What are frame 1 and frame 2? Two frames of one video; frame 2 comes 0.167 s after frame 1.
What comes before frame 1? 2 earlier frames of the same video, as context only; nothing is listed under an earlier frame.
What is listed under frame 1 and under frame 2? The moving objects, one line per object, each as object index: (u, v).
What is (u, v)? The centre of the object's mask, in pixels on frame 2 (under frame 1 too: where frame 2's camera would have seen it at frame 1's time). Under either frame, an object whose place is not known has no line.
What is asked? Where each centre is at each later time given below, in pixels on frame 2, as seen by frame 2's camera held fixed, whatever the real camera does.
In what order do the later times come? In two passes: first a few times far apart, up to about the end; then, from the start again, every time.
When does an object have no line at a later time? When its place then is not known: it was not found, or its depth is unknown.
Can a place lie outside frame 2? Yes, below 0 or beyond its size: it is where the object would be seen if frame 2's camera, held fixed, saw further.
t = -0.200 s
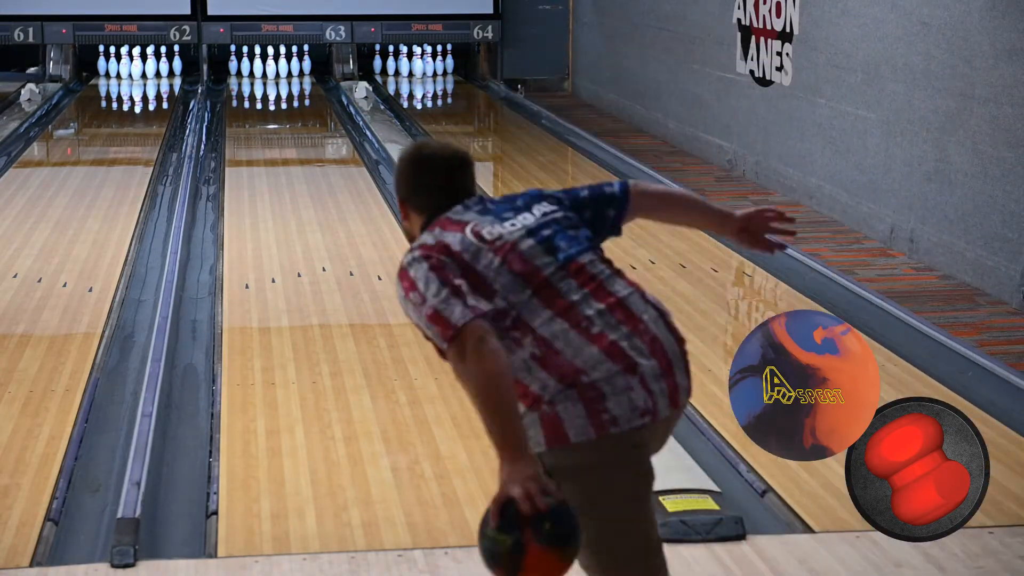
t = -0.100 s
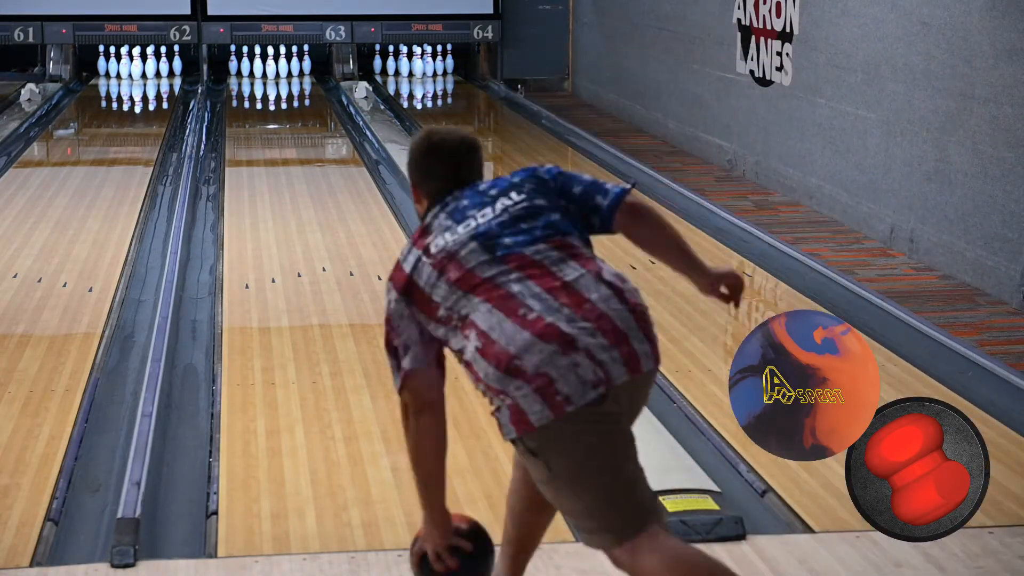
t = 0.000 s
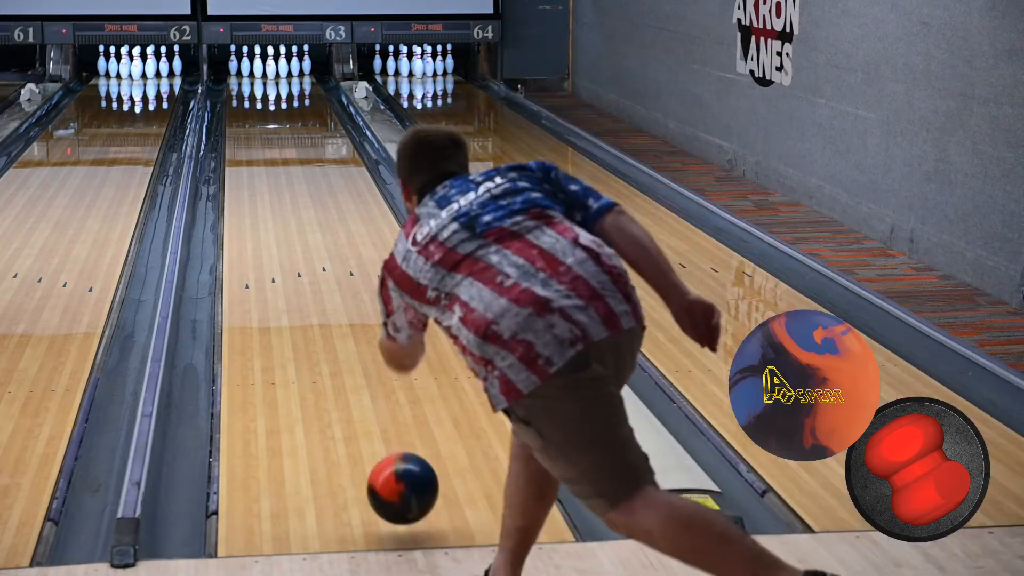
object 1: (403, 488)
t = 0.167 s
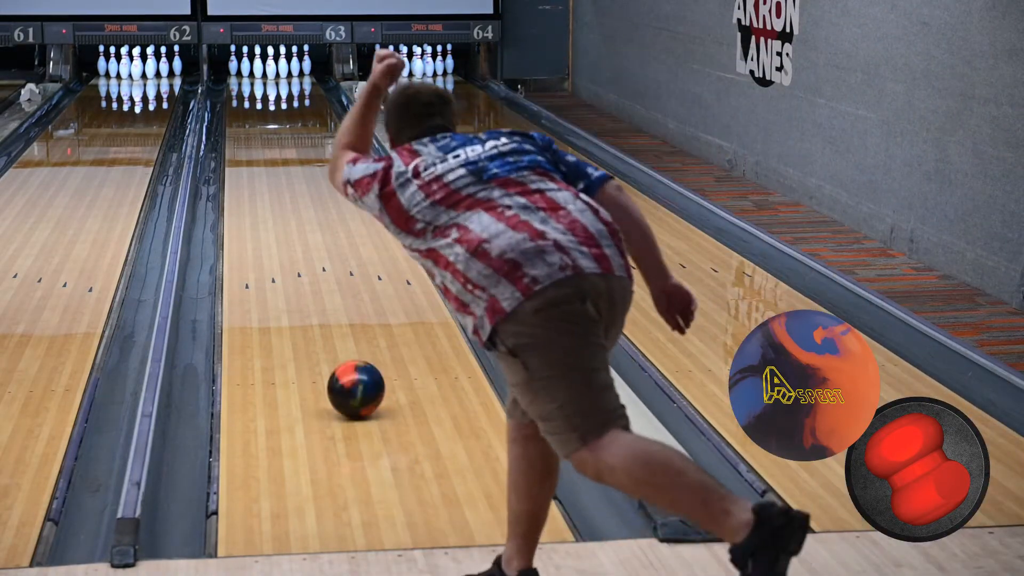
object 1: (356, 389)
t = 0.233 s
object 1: (342, 355)
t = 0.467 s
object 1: (308, 267)
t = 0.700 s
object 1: (286, 210)
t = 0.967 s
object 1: (269, 166)
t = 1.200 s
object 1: (260, 137)
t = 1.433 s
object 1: (253, 115)
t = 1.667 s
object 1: (252, 97)
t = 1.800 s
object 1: (254, 88)
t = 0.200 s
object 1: (349, 372)
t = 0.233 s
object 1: (342, 355)
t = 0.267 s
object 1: (336, 339)
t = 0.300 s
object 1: (331, 325)
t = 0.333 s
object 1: (325, 312)
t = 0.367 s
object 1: (320, 299)
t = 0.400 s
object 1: (316, 288)
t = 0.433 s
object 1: (312, 277)
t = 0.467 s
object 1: (308, 267)
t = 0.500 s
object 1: (304, 257)
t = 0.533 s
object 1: (300, 248)
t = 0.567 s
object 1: (297, 240)
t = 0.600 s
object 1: (294, 232)
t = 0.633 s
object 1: (291, 224)
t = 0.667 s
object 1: (288, 217)
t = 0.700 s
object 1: (286, 210)
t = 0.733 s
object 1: (283, 204)
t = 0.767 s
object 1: (281, 198)
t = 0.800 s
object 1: (279, 192)
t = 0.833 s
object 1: (277, 186)
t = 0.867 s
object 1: (275, 181)
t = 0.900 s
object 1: (273, 175)
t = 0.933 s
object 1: (271, 170)
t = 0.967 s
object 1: (269, 166)
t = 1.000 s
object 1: (268, 161)
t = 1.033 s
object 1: (266, 157)
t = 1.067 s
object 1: (265, 153)
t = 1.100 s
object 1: (264, 148)
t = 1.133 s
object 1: (262, 144)
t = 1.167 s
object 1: (262, 141)
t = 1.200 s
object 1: (260, 137)
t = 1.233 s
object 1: (259, 133)
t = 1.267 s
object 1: (258, 130)
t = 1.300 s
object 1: (257, 127)
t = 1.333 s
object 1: (256, 123)
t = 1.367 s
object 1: (254, 121)
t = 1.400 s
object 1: (254, 117)
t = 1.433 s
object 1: (253, 115)
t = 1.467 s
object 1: (253, 111)
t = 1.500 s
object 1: (252, 109)
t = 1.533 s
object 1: (252, 106)
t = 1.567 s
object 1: (252, 104)
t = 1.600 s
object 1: (252, 101)
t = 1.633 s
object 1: (252, 99)
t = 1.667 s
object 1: (252, 97)
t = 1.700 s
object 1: (252, 94)
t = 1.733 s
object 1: (252, 92)
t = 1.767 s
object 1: (253, 90)
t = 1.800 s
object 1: (254, 88)
